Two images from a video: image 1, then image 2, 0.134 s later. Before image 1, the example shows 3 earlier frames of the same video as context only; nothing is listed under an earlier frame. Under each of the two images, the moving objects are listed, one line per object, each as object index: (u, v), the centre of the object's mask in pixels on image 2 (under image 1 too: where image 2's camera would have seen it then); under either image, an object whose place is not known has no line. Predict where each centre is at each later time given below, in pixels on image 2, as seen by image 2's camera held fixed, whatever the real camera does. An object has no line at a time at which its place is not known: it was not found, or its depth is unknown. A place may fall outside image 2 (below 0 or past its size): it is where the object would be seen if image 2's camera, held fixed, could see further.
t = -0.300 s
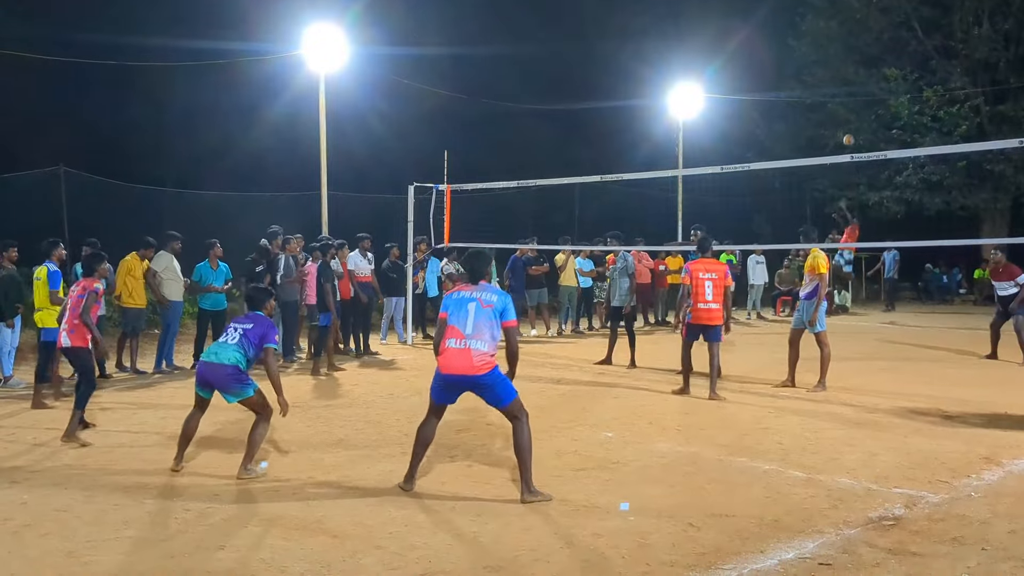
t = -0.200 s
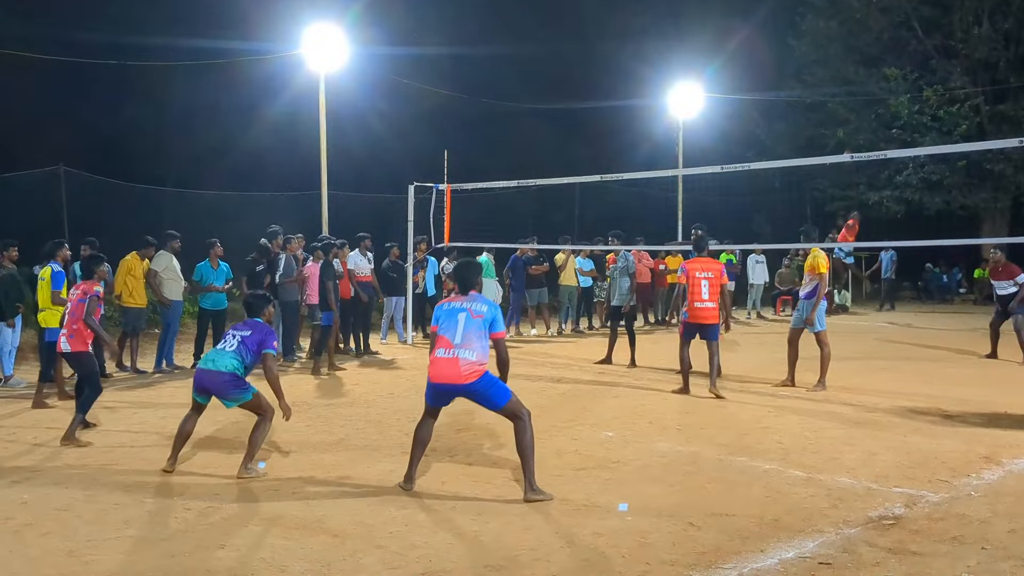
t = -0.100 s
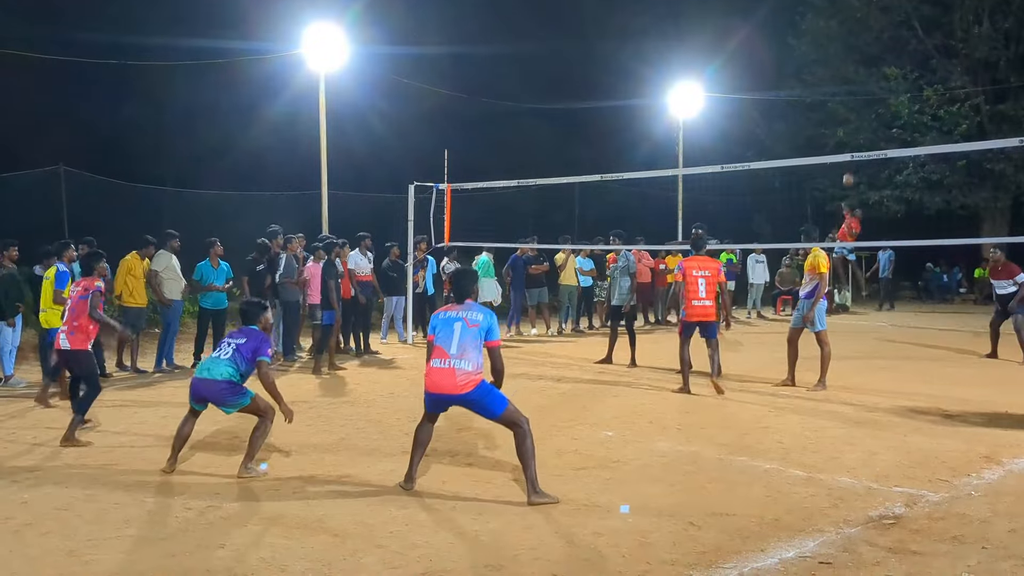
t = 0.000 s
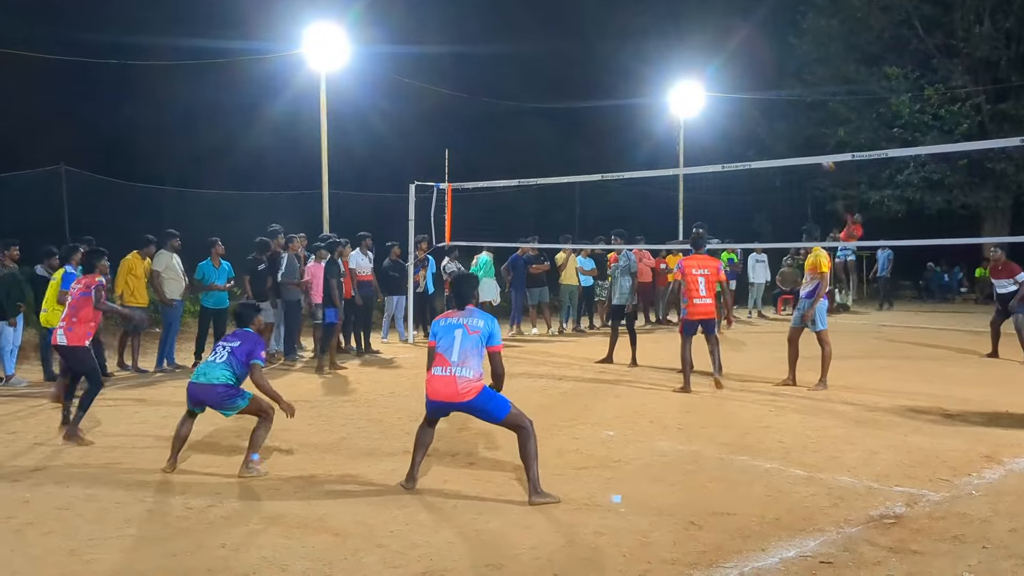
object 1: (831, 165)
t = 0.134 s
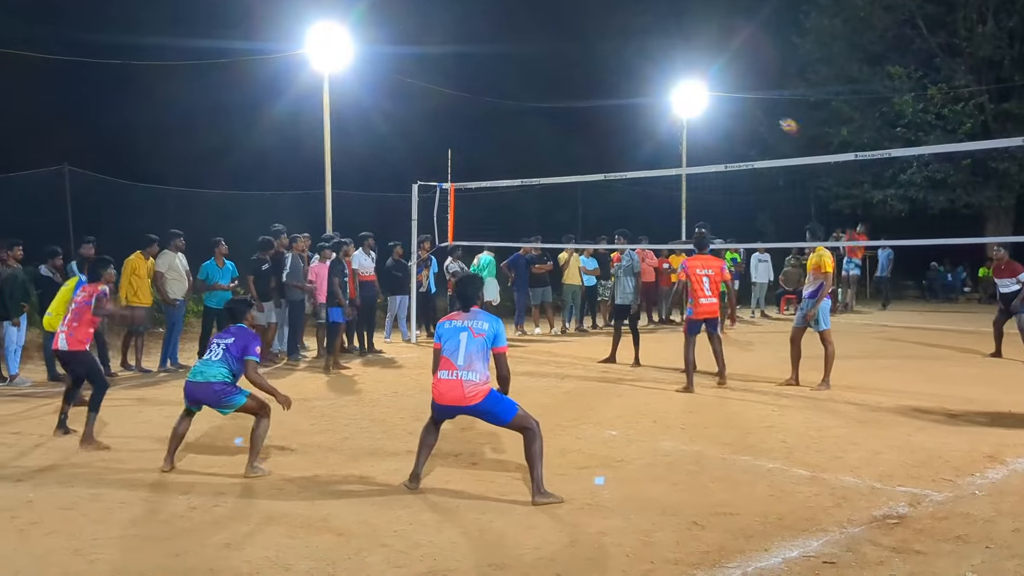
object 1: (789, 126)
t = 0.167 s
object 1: (777, 117)
